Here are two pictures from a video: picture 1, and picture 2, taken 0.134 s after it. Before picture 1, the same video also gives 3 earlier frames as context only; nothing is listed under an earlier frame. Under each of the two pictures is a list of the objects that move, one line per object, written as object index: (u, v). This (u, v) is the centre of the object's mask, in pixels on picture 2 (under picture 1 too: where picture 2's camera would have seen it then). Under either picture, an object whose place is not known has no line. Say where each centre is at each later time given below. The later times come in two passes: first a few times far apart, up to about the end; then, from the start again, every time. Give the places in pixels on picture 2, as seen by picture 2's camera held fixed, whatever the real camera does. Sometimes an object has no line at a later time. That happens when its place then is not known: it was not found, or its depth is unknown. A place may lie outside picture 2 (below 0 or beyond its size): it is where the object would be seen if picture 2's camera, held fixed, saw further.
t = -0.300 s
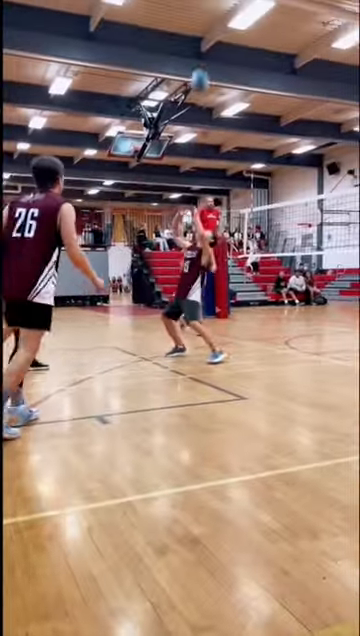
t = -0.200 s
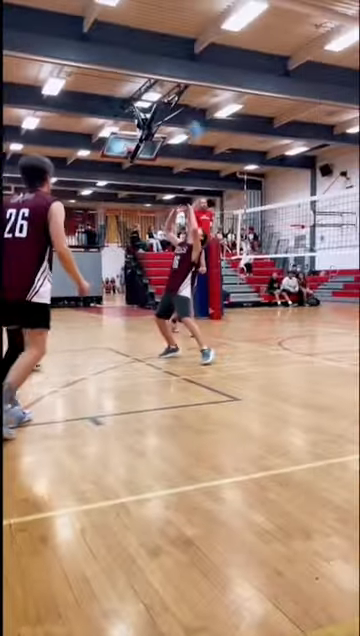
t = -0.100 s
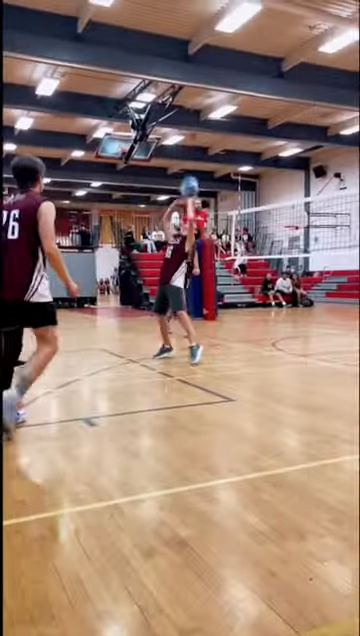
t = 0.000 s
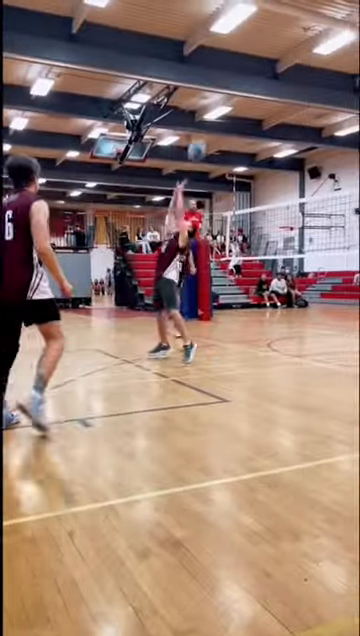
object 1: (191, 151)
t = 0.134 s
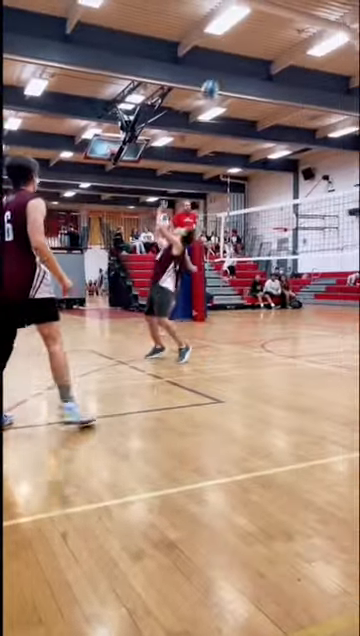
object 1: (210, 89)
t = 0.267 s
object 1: (228, 49)
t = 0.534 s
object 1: (263, 13)
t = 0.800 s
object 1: (291, 34)
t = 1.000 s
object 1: (310, 85)
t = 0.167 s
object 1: (216, 75)
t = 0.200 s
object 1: (219, 67)
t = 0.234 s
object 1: (223, 58)
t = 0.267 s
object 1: (228, 49)
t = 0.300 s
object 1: (232, 38)
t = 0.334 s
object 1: (237, 32)
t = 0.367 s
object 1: (242, 27)
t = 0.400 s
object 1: (246, 21)
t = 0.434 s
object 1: (250, 19)
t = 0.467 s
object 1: (255, 16)
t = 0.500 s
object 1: (259, 15)
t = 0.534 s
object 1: (263, 13)
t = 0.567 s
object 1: (265, 13)
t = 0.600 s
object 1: (269, 14)
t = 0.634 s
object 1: (273, 15)
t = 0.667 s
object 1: (276, 18)
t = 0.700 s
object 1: (279, 20)
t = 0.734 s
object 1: (285, 25)
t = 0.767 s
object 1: (287, 29)
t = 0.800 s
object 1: (291, 34)
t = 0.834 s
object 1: (294, 40)
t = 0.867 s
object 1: (297, 47)
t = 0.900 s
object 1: (299, 56)
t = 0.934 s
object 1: (304, 66)
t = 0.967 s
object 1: (308, 76)
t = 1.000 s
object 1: (310, 85)
